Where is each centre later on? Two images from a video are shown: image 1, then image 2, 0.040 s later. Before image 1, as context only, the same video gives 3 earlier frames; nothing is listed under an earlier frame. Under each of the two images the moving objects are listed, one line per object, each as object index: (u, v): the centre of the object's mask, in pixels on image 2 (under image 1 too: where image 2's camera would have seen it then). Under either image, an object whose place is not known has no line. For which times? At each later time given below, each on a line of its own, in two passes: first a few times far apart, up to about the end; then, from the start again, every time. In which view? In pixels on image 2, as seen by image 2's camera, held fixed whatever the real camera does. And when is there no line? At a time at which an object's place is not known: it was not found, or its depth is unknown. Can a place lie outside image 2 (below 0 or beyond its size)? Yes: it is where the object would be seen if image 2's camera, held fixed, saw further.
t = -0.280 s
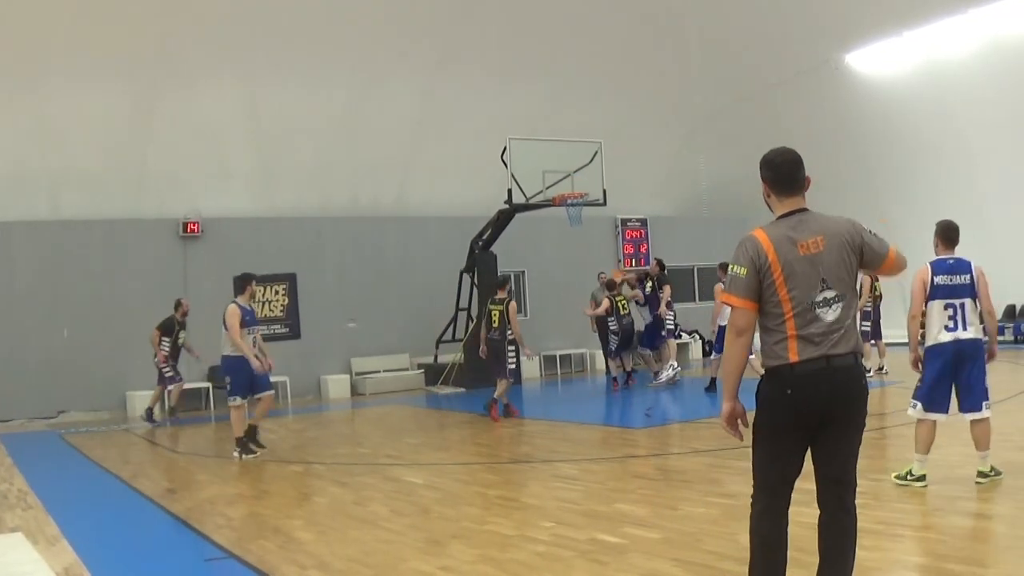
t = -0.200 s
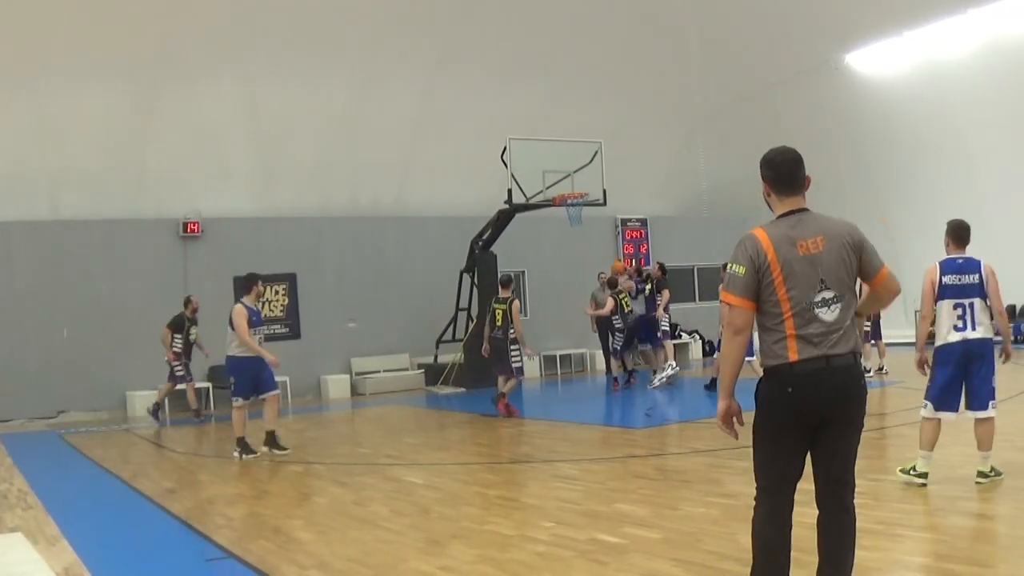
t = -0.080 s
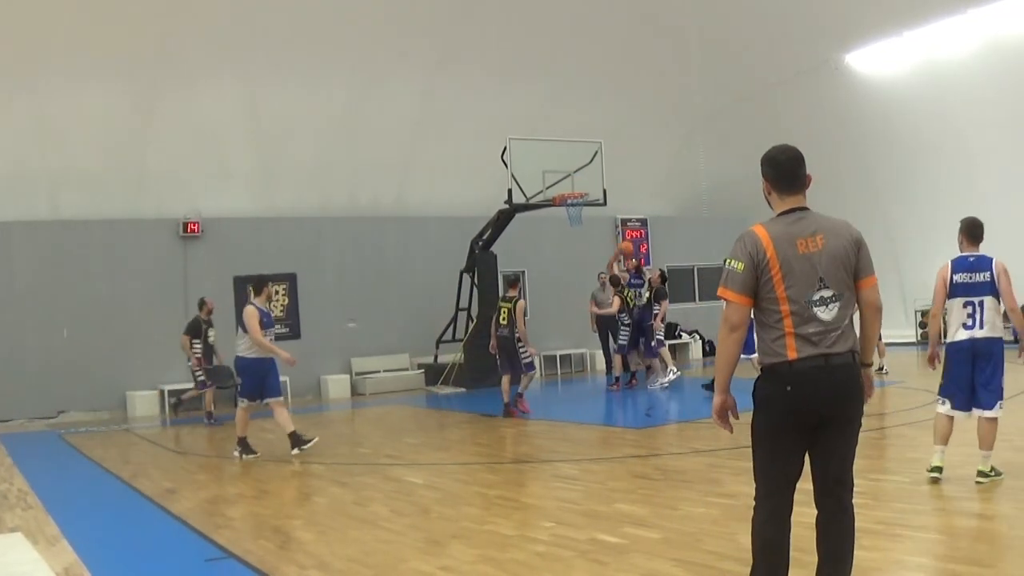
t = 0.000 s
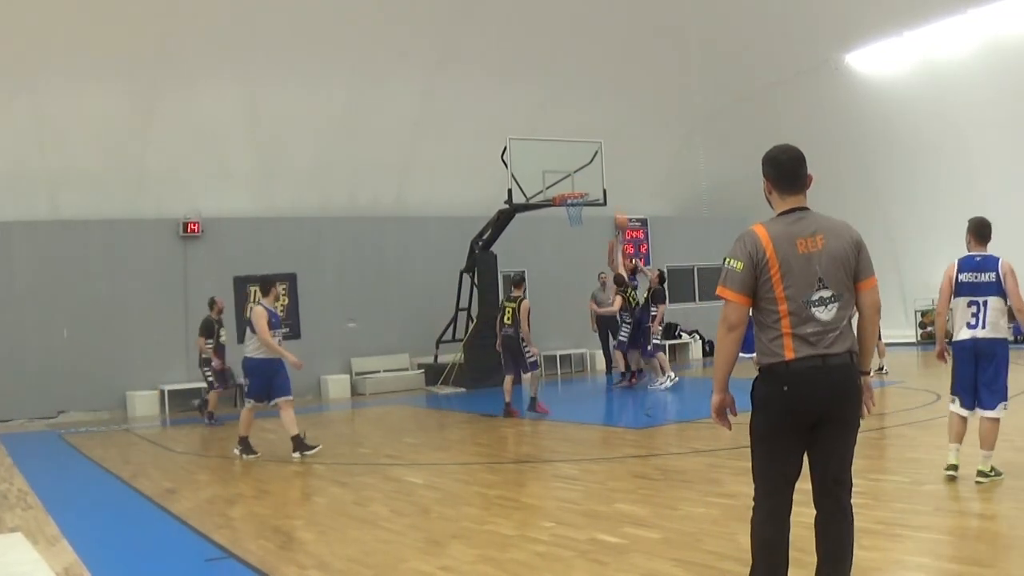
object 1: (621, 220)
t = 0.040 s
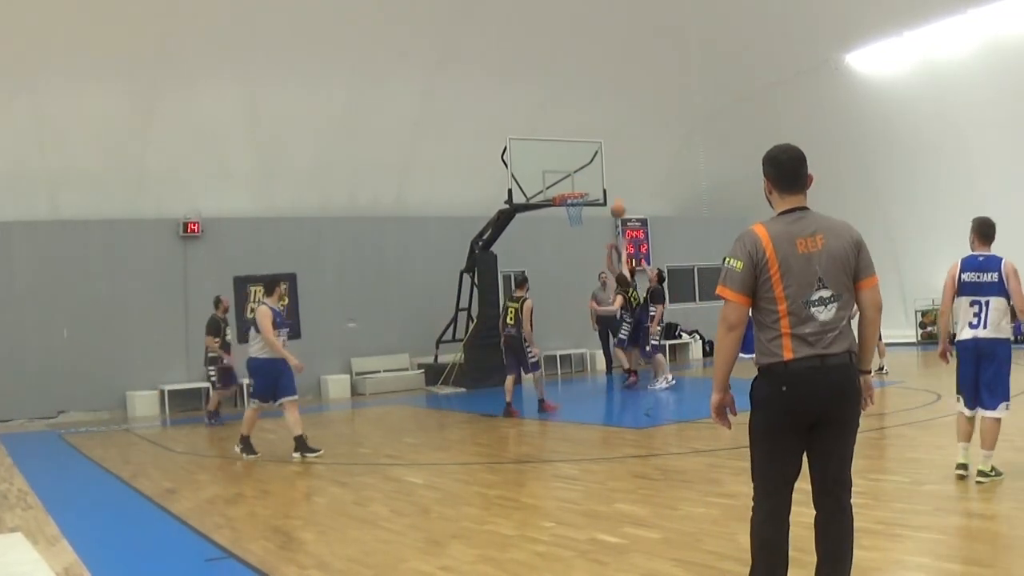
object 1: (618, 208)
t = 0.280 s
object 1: (593, 149)
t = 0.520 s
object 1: (571, 125)
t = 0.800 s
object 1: (547, 140)
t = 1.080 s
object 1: (525, 208)
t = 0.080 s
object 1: (613, 196)
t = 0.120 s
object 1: (609, 184)
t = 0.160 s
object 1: (605, 175)
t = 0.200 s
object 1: (601, 165)
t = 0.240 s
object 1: (596, 156)
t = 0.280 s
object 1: (593, 149)
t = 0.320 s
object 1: (589, 141)
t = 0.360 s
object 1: (585, 136)
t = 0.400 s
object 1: (582, 132)
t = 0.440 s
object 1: (578, 129)
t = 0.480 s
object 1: (574, 126)
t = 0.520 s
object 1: (571, 125)
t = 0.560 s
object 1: (567, 124)
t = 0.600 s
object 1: (564, 124)
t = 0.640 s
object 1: (560, 126)
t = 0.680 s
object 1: (557, 128)
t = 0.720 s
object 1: (554, 131)
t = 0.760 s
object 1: (550, 135)
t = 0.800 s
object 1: (547, 140)
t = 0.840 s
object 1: (544, 147)
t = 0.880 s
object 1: (541, 154)
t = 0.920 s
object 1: (537, 162)
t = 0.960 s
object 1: (534, 172)
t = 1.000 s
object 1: (531, 182)
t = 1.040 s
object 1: (529, 194)
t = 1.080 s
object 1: (525, 208)
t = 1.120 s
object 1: (522, 223)
